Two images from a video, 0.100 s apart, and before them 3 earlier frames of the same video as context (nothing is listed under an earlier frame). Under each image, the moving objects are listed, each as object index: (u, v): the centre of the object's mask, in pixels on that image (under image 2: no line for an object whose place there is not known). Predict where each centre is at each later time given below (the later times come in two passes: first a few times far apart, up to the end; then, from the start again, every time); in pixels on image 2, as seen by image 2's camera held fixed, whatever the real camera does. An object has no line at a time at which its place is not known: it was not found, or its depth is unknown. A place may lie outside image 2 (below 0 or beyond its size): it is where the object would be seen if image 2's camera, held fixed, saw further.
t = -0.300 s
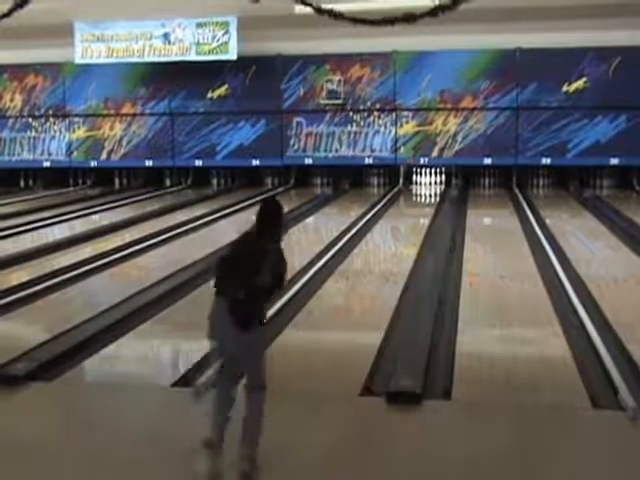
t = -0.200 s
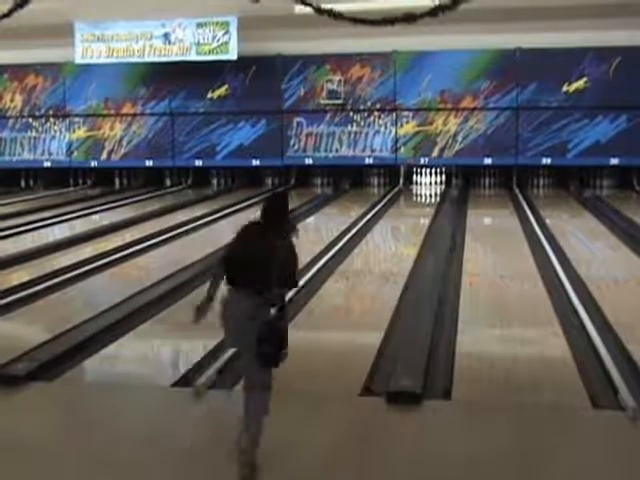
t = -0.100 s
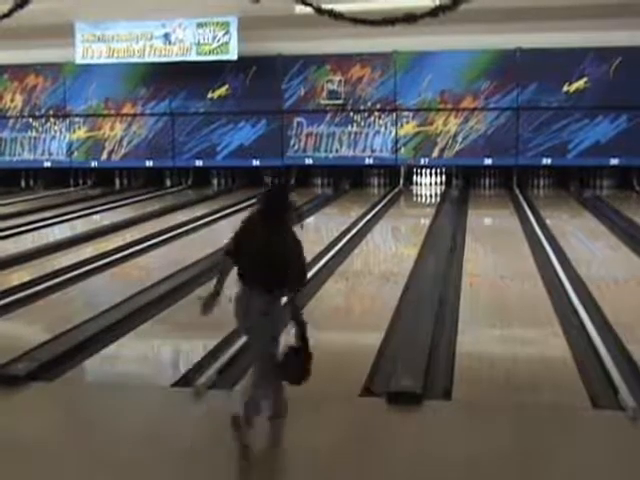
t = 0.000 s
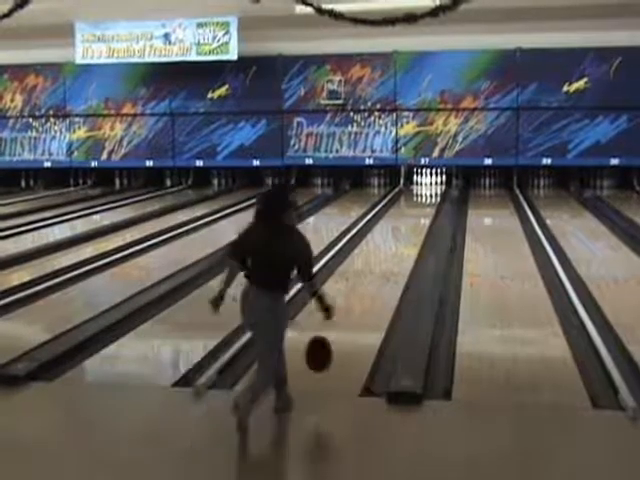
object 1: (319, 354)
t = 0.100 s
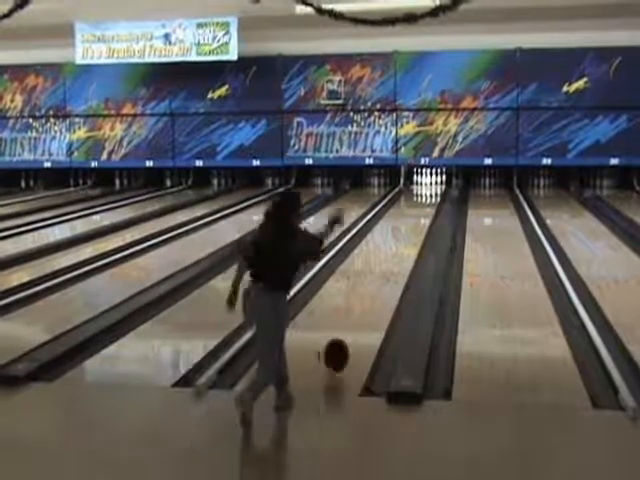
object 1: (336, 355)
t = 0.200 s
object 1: (349, 335)
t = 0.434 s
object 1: (374, 297)
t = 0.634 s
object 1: (388, 273)
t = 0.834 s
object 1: (398, 255)
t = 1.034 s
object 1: (406, 240)
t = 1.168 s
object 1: (410, 232)
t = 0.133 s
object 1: (341, 351)
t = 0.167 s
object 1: (346, 341)
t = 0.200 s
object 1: (349, 335)
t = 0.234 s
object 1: (353, 330)
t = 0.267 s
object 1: (358, 324)
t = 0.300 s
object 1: (362, 319)
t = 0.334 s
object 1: (365, 313)
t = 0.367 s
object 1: (368, 307)
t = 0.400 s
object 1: (371, 302)
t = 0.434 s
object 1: (374, 297)
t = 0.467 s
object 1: (376, 293)
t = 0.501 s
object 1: (379, 289)
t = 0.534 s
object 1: (381, 285)
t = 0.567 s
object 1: (383, 280)
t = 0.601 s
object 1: (386, 276)
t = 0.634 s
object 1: (388, 273)
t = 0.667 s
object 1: (389, 269)
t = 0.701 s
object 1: (392, 266)
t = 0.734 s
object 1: (393, 263)
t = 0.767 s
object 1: (395, 260)
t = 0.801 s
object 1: (397, 257)
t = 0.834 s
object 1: (398, 255)
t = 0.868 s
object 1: (399, 252)
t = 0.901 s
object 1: (401, 250)
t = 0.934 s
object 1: (402, 247)
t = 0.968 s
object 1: (404, 244)
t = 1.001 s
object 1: (405, 242)
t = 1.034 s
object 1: (406, 240)
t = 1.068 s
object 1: (407, 238)
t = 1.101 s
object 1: (409, 236)
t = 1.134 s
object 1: (410, 234)
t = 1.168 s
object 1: (410, 232)
